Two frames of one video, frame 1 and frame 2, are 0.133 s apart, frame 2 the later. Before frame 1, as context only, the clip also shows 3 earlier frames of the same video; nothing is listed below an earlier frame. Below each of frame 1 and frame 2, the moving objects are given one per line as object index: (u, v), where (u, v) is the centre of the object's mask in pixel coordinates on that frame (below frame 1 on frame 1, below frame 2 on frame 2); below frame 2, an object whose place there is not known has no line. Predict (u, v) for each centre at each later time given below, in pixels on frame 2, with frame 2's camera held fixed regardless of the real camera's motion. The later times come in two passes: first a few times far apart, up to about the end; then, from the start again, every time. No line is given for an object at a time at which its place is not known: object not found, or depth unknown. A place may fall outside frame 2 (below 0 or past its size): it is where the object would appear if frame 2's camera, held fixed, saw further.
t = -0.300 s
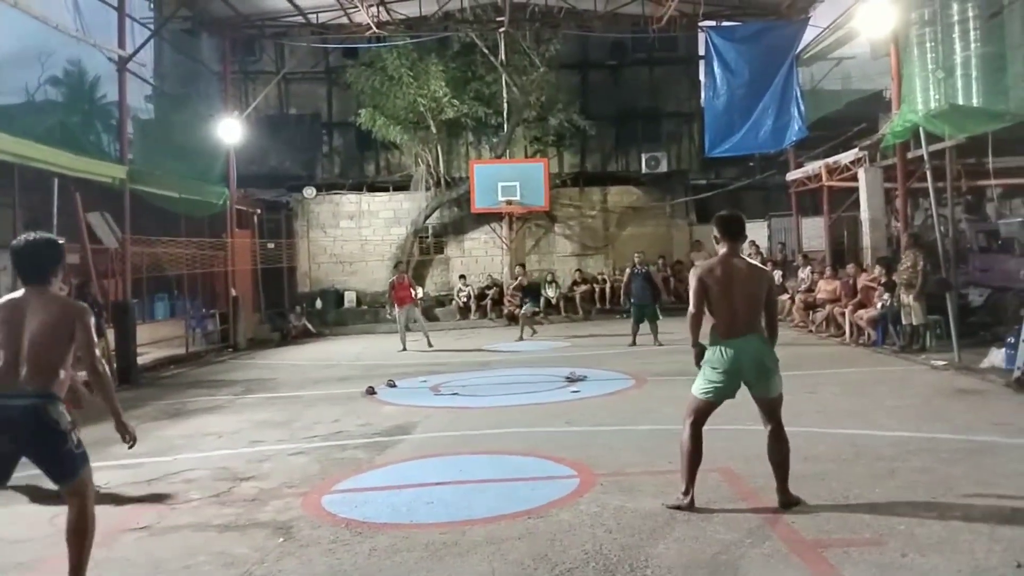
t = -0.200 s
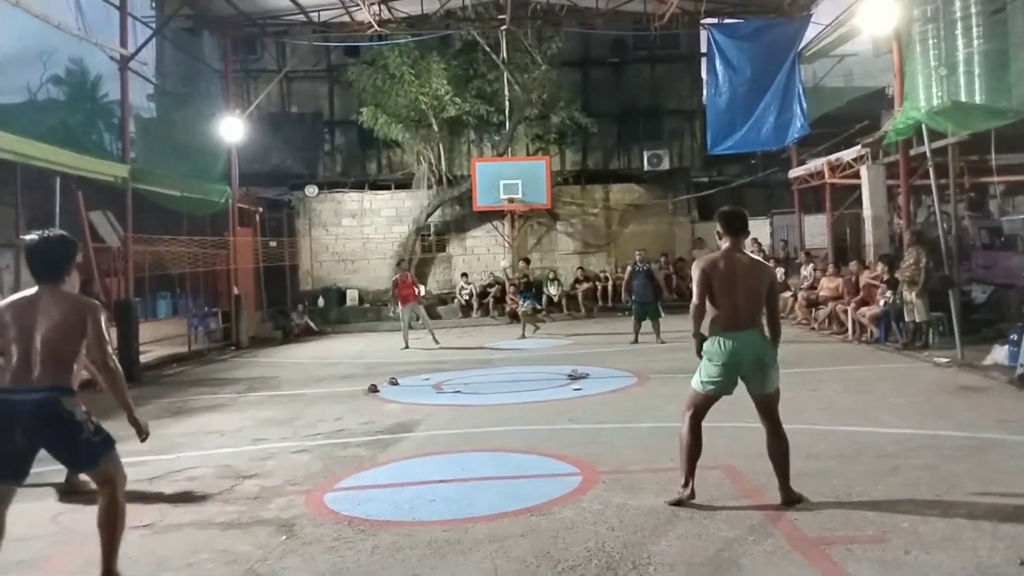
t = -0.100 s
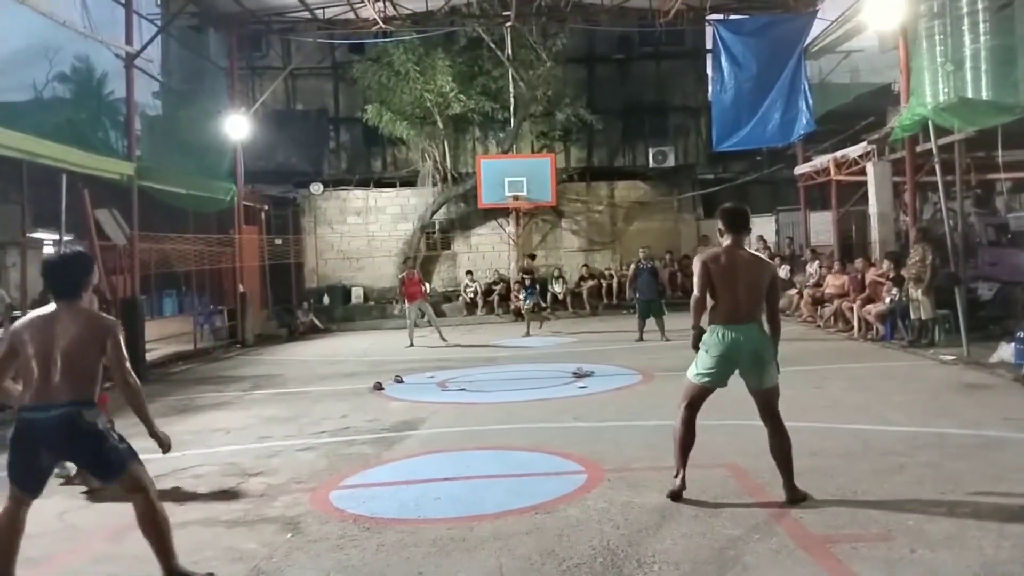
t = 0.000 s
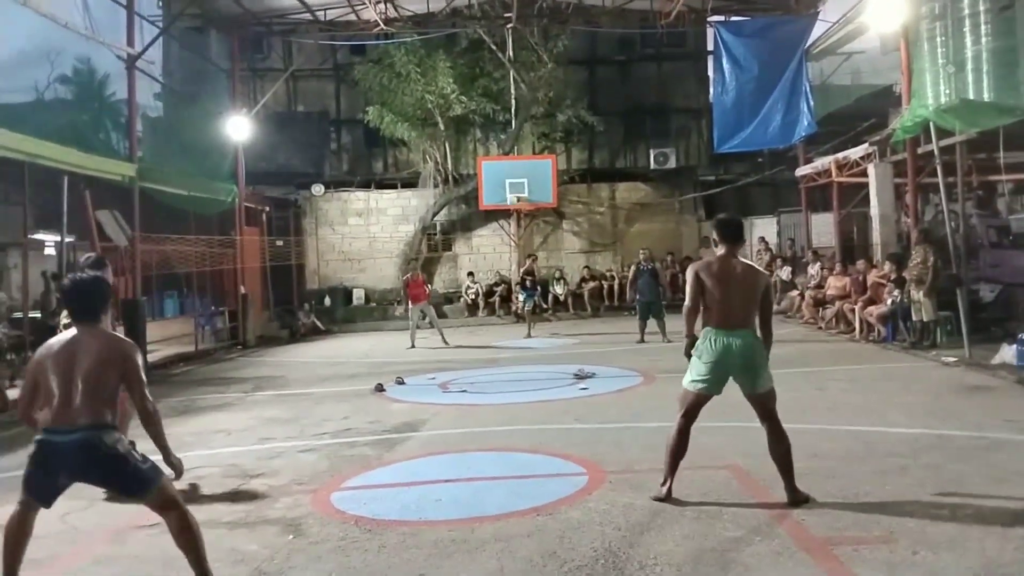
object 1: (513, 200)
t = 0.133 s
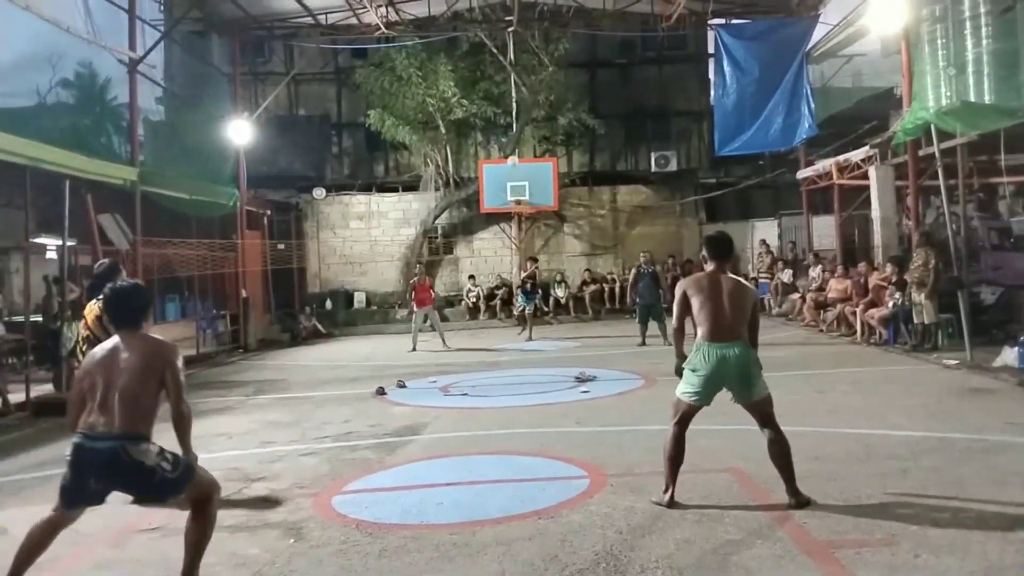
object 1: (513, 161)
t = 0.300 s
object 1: (513, 111)
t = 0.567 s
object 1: (519, 41)
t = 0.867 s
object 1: (545, 20)
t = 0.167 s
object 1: (512, 151)
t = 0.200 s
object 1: (512, 141)
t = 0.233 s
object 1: (512, 131)
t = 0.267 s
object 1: (513, 120)
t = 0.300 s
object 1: (513, 111)
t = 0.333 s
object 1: (513, 101)
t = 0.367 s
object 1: (514, 92)
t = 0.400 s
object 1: (514, 82)
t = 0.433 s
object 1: (515, 73)
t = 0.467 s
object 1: (515, 64)
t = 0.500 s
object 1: (516, 56)
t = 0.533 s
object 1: (517, 48)
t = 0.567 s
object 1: (519, 41)
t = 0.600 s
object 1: (520, 34)
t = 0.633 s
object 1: (522, 28)
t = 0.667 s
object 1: (523, 23)
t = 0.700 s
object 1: (526, 18)
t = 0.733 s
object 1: (528, 15)
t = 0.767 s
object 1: (531, 13)
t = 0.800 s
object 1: (535, 13)
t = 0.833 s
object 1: (540, 15)
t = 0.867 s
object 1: (545, 20)
